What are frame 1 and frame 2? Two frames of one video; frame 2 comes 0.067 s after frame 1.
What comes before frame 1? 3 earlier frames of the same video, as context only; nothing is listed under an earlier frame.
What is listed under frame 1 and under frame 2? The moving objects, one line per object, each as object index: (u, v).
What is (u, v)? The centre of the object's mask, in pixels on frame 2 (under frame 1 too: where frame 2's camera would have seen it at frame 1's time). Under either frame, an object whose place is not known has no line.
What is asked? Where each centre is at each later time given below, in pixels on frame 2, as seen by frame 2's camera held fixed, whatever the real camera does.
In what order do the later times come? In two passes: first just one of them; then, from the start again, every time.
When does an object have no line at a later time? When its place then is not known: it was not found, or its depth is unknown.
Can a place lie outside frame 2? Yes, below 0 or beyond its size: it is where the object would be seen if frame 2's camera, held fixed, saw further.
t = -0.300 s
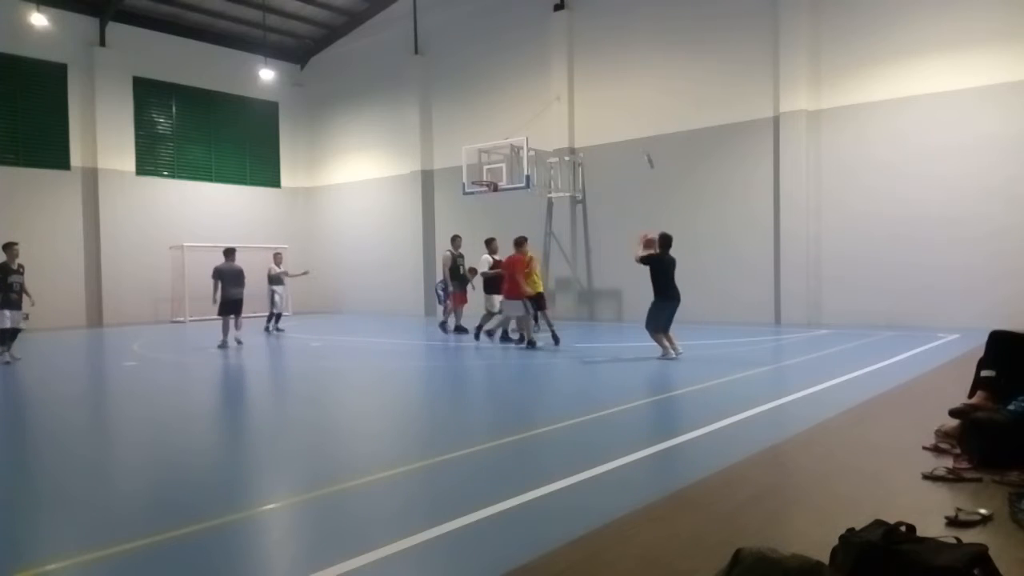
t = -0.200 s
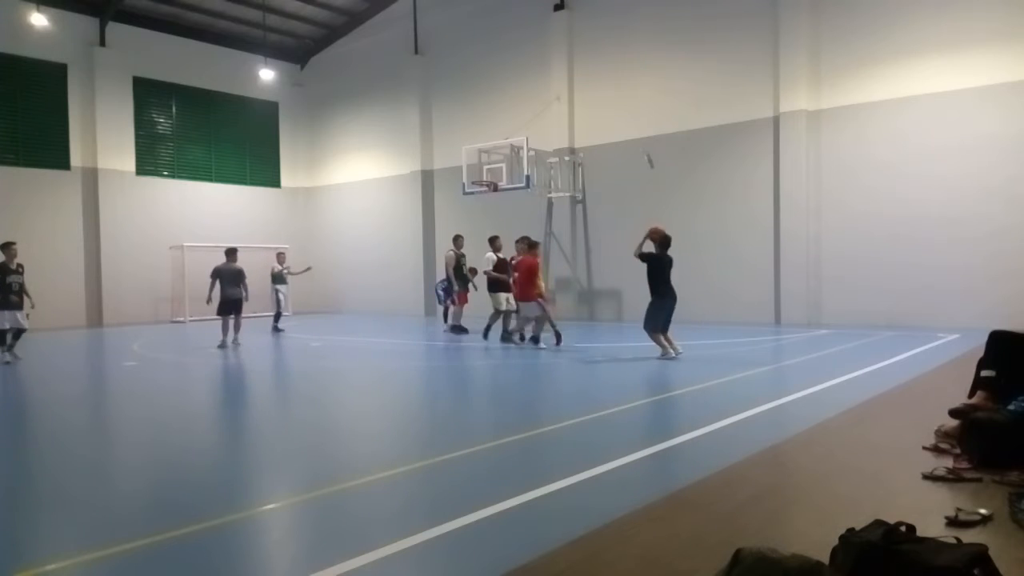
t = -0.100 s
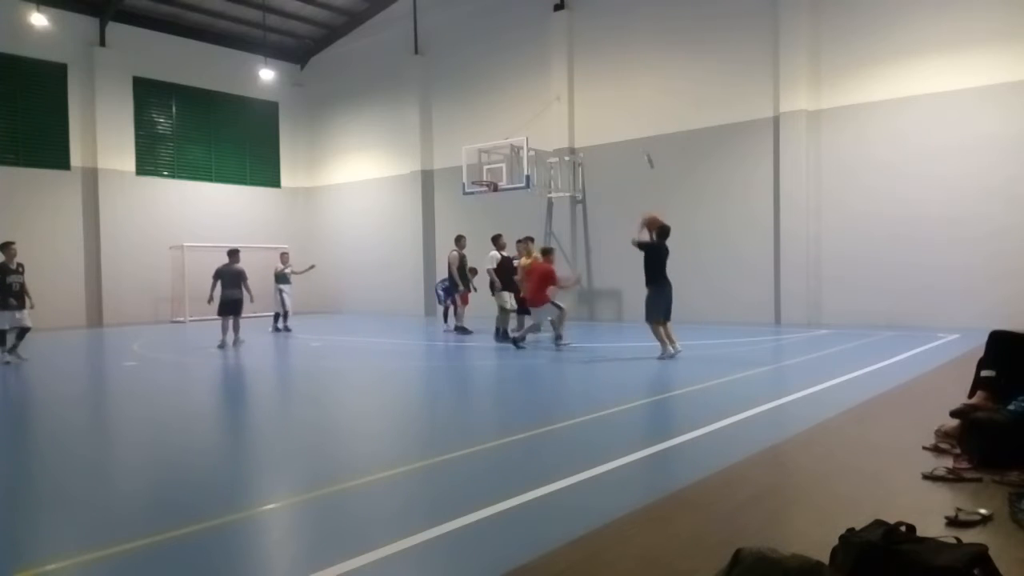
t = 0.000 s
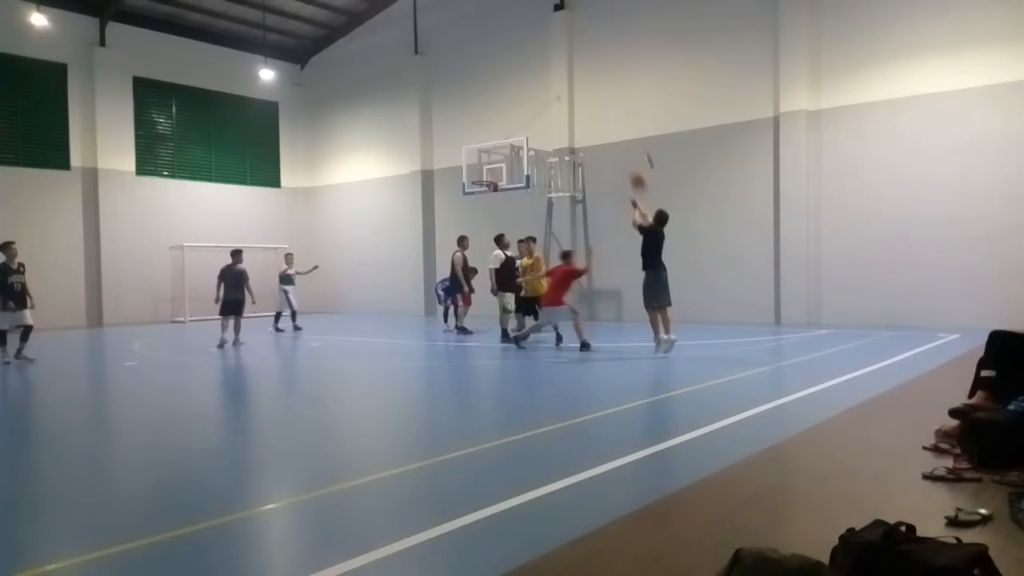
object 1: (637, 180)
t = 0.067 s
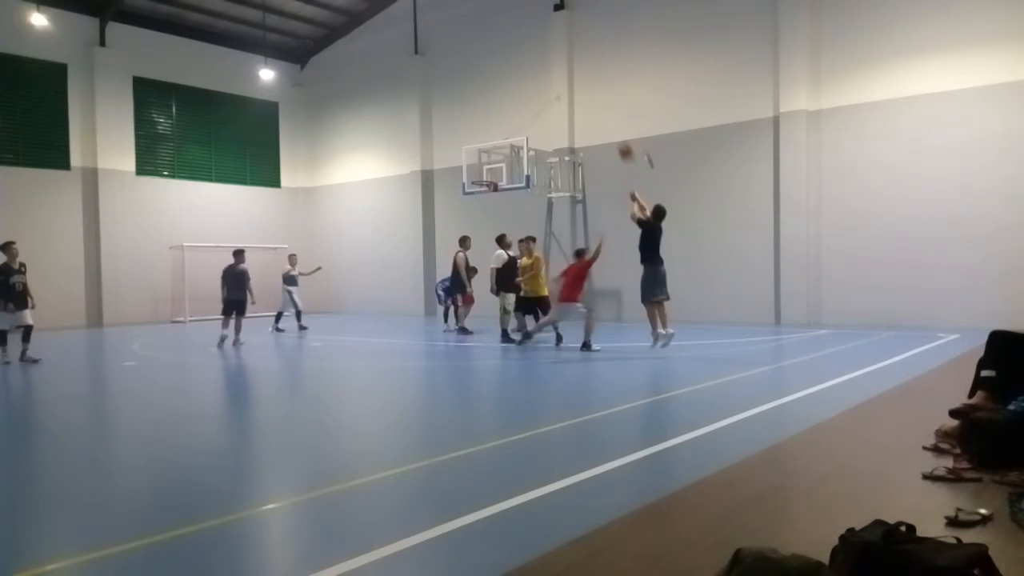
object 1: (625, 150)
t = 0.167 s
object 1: (608, 113)
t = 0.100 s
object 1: (619, 137)
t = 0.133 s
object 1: (614, 124)
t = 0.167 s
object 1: (608, 113)
